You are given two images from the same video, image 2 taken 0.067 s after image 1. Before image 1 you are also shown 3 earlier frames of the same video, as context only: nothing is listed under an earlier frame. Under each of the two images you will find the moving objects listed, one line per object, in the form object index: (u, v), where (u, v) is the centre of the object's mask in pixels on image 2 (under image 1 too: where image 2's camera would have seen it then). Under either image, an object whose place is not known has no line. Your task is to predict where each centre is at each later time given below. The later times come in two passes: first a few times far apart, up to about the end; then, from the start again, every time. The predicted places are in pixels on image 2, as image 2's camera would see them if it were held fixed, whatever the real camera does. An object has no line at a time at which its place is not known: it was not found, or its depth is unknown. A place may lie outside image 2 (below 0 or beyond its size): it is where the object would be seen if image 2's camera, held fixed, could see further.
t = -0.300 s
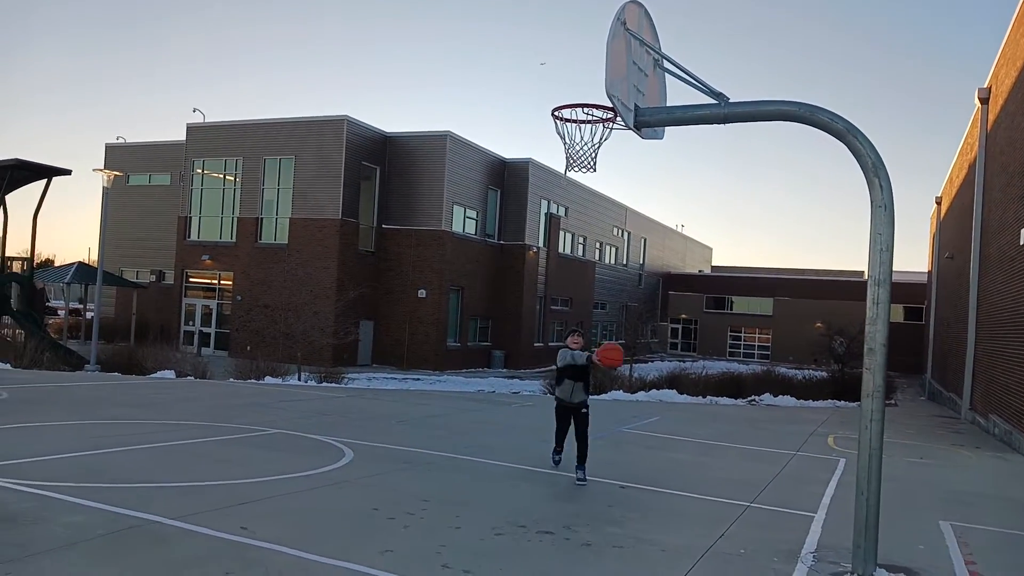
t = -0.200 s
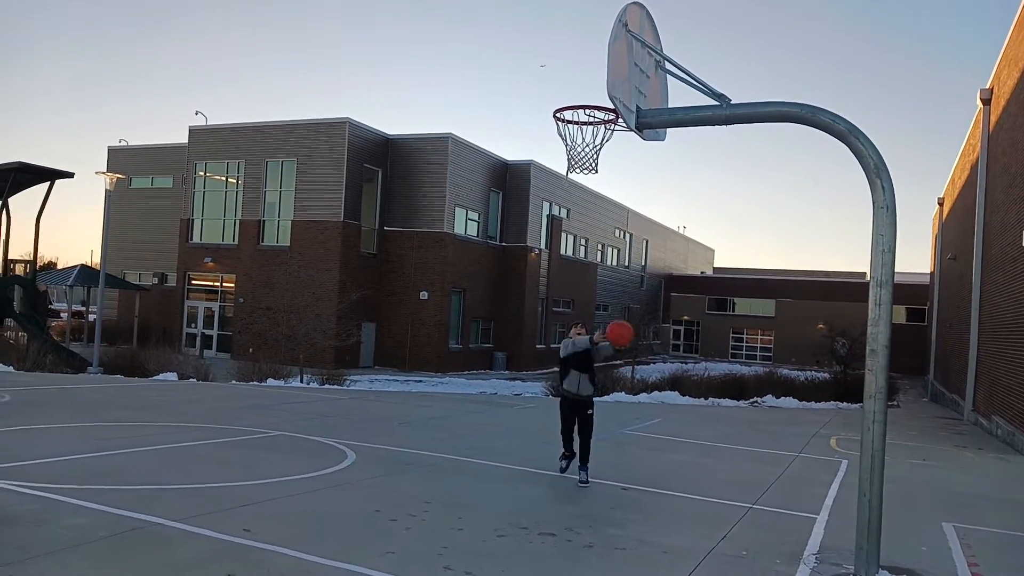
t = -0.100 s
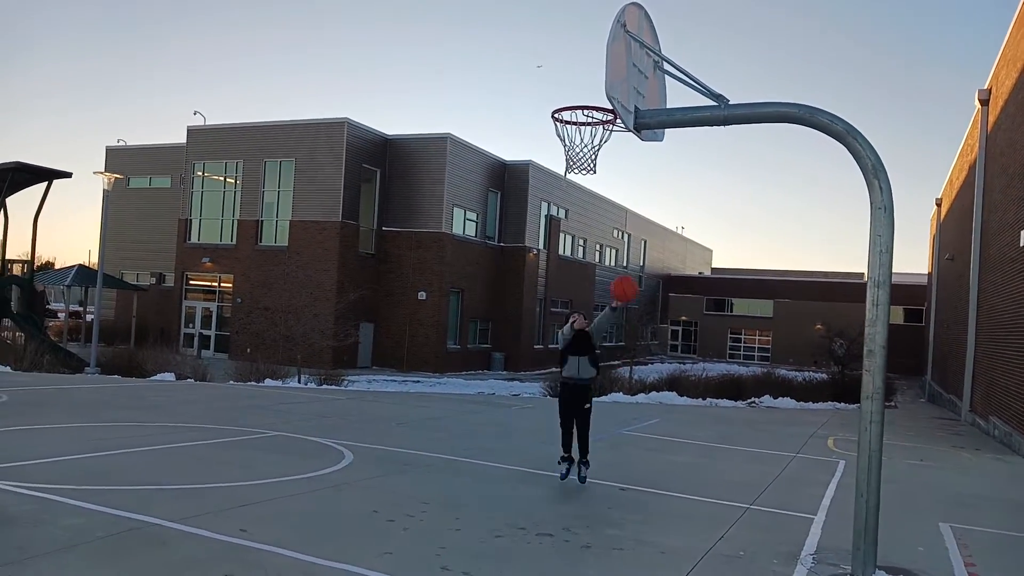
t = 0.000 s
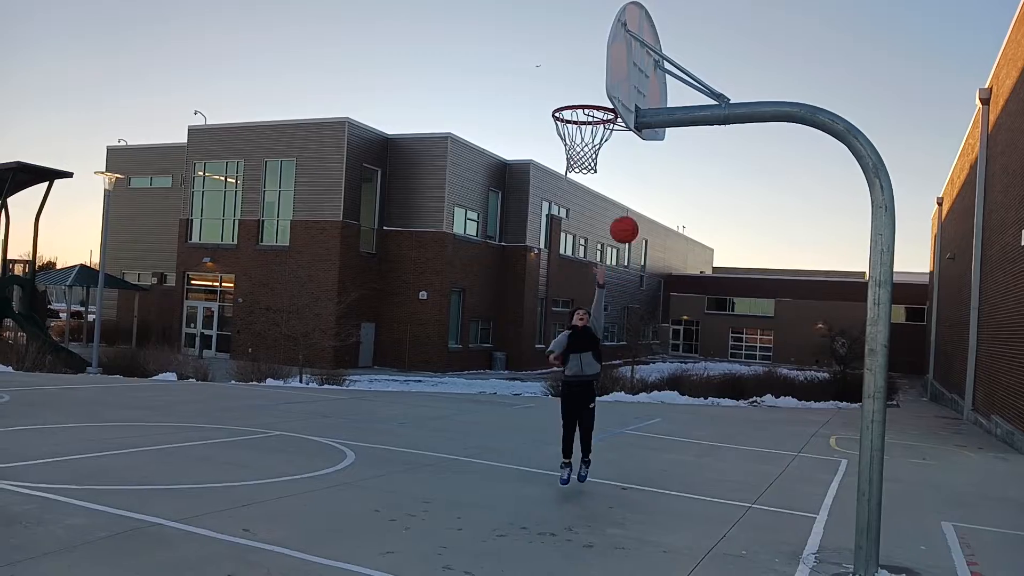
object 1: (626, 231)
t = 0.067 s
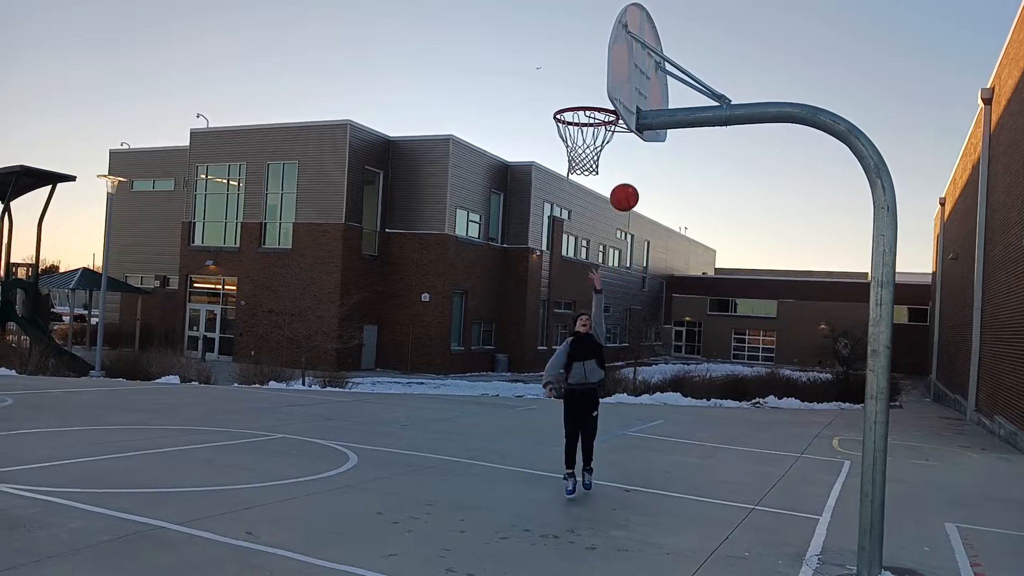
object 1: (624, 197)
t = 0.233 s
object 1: (617, 133)
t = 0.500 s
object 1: (598, 89)
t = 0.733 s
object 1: (584, 123)
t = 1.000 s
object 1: (579, 177)
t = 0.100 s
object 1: (623, 182)
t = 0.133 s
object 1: (622, 168)
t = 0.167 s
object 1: (621, 155)
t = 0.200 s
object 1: (619, 142)
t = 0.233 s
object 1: (617, 133)
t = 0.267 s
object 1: (613, 124)
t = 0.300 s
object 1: (610, 116)
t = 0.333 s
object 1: (607, 109)
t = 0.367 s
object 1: (603, 99)
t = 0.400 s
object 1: (603, 96)
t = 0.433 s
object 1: (601, 93)
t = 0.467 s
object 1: (599, 90)
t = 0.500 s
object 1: (598, 89)
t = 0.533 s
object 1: (597, 89)
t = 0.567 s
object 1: (596, 92)
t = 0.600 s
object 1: (594, 95)
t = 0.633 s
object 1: (592, 101)
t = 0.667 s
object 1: (590, 108)
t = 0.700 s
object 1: (587, 116)
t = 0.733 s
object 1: (584, 123)
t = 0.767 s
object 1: (582, 129)
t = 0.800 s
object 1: (579, 138)
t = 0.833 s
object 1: (576, 148)
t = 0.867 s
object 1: (575, 157)
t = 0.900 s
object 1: (577, 161)
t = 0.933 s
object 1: (578, 166)
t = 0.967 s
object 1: (578, 171)
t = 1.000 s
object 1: (579, 177)
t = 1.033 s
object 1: (580, 185)
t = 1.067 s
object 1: (582, 195)
